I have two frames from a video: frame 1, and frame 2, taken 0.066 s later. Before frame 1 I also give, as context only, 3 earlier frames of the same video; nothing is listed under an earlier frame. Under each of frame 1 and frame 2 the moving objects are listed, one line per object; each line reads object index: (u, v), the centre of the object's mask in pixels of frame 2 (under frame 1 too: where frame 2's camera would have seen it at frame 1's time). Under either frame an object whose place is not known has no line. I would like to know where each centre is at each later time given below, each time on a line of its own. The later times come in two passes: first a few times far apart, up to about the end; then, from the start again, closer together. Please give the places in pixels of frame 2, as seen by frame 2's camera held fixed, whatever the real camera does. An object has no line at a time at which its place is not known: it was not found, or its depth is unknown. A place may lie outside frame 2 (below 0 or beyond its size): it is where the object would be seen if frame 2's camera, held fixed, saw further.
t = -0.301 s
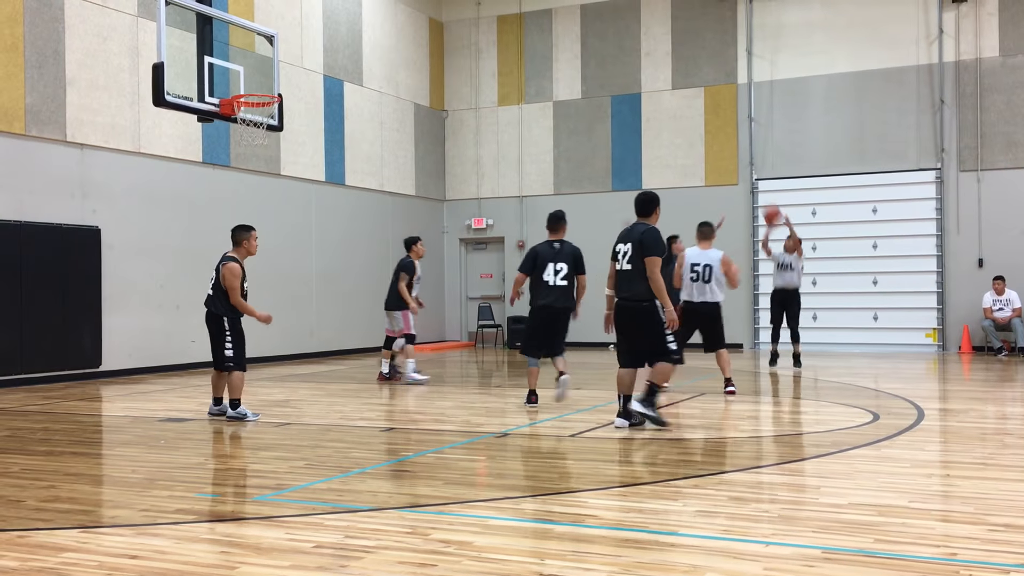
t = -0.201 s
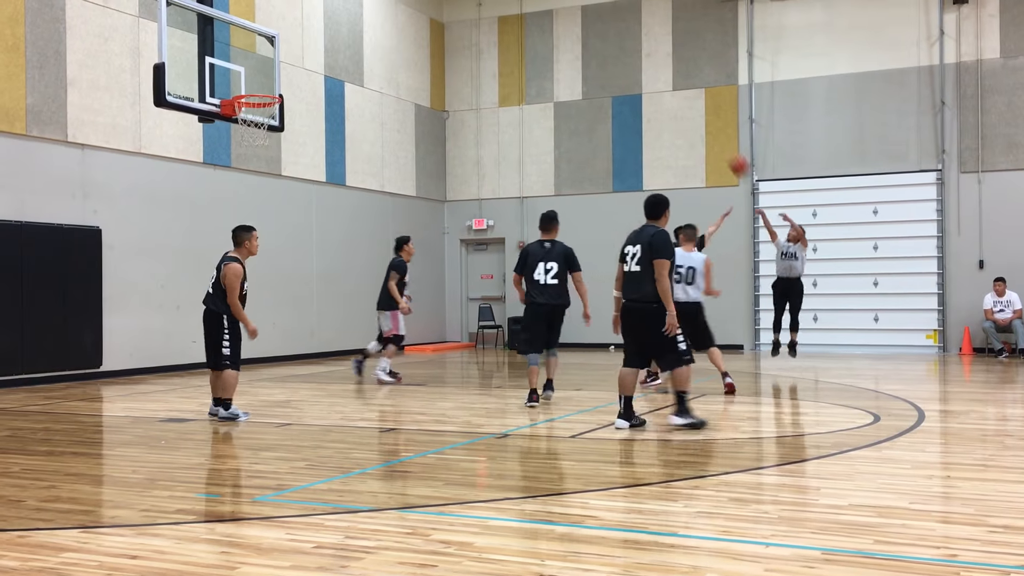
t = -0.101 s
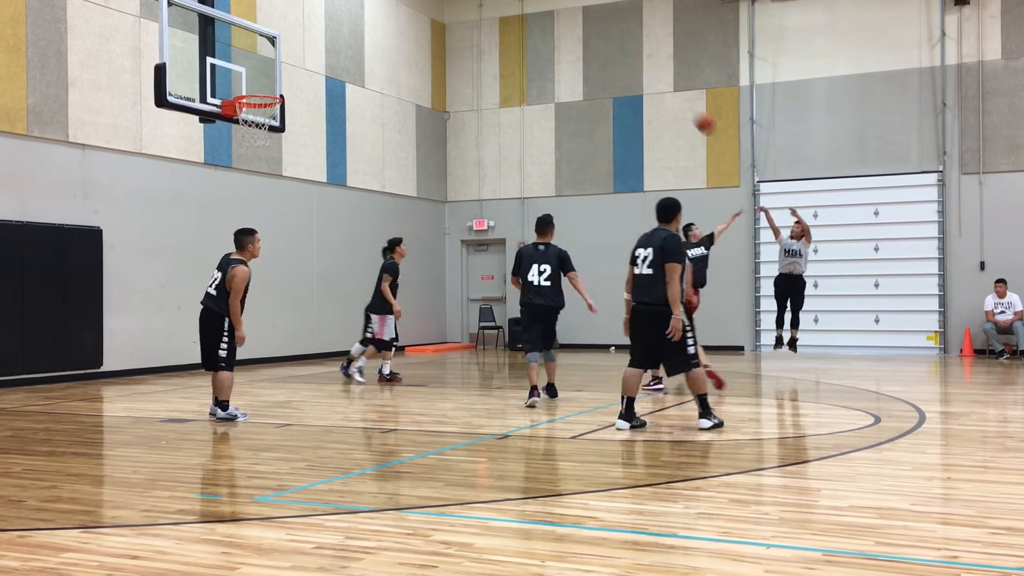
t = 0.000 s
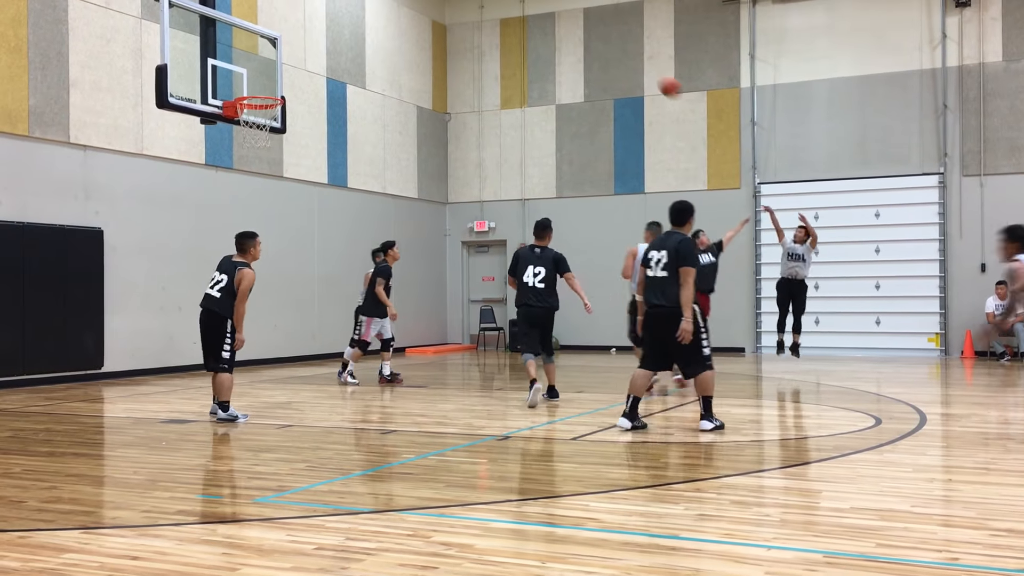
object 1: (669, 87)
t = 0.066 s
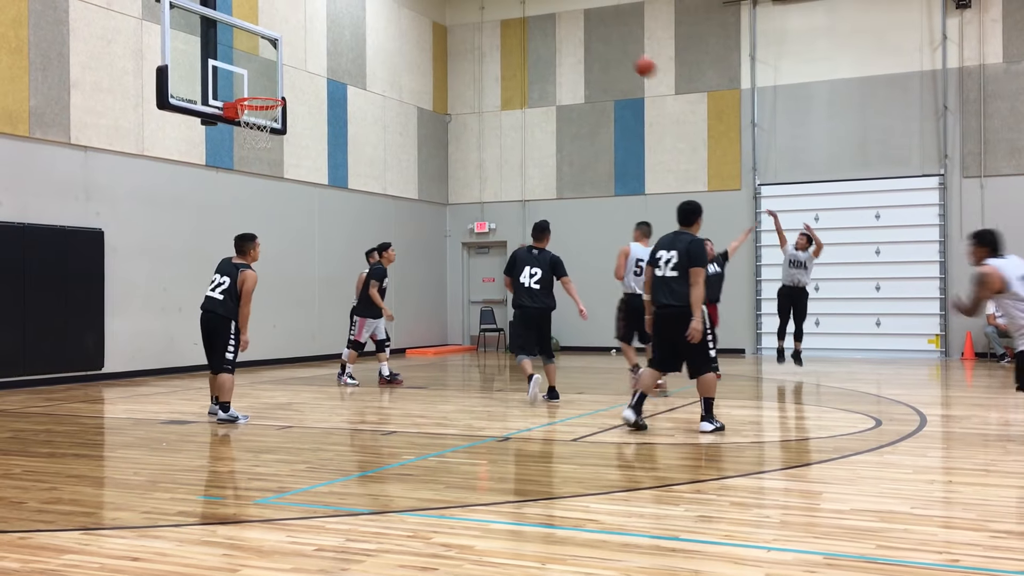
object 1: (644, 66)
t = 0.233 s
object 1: (581, 26)
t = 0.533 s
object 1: (457, 7)
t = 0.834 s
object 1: (323, 68)
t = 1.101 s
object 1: (360, 63)
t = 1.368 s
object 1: (460, 74)
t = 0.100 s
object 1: (632, 56)
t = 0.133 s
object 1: (620, 48)
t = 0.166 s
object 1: (607, 40)
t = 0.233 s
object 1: (581, 26)
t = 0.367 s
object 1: (528, 9)
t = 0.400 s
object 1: (514, 7)
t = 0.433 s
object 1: (500, 6)
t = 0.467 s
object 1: (486, 5)
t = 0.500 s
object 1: (472, 6)
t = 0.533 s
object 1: (457, 7)
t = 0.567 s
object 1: (444, 10)
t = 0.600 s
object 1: (429, 14)
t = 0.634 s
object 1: (414, 19)
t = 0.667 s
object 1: (399, 24)
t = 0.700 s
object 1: (384, 31)
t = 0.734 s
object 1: (368, 39)
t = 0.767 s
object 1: (354, 48)
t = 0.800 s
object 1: (339, 57)
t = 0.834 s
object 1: (323, 68)
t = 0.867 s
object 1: (306, 81)
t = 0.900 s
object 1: (291, 94)
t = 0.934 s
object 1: (298, 90)
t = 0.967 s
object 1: (311, 83)
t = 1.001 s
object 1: (324, 76)
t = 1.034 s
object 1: (335, 71)
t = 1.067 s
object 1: (348, 66)
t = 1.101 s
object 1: (360, 63)
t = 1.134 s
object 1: (372, 61)
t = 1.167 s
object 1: (385, 59)
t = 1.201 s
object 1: (398, 59)
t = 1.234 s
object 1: (410, 60)
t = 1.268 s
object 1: (423, 61)
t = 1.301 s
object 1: (437, 64)
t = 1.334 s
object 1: (448, 68)
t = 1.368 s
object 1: (460, 74)
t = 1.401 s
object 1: (472, 80)
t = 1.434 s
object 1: (486, 87)
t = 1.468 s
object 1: (498, 96)
